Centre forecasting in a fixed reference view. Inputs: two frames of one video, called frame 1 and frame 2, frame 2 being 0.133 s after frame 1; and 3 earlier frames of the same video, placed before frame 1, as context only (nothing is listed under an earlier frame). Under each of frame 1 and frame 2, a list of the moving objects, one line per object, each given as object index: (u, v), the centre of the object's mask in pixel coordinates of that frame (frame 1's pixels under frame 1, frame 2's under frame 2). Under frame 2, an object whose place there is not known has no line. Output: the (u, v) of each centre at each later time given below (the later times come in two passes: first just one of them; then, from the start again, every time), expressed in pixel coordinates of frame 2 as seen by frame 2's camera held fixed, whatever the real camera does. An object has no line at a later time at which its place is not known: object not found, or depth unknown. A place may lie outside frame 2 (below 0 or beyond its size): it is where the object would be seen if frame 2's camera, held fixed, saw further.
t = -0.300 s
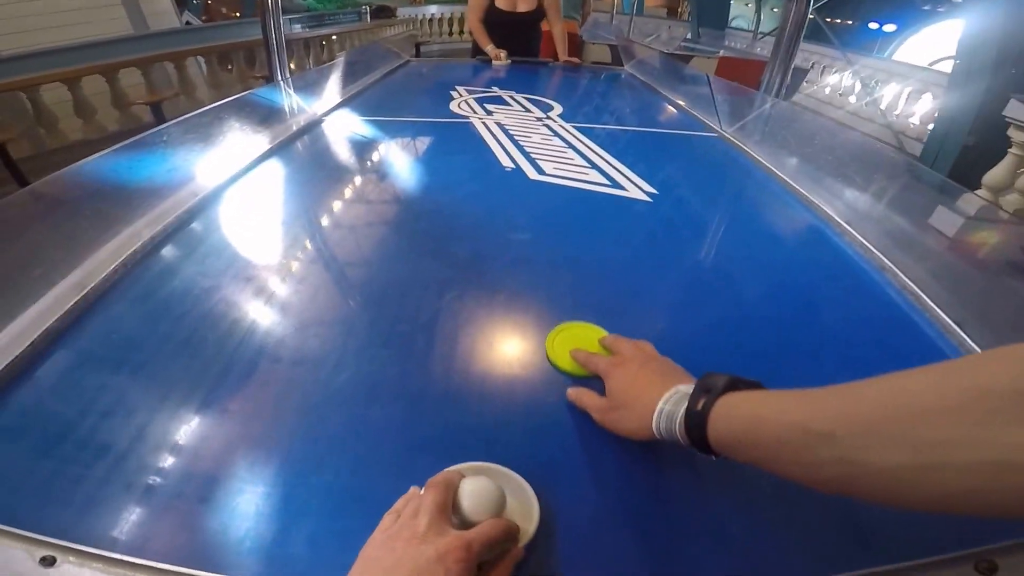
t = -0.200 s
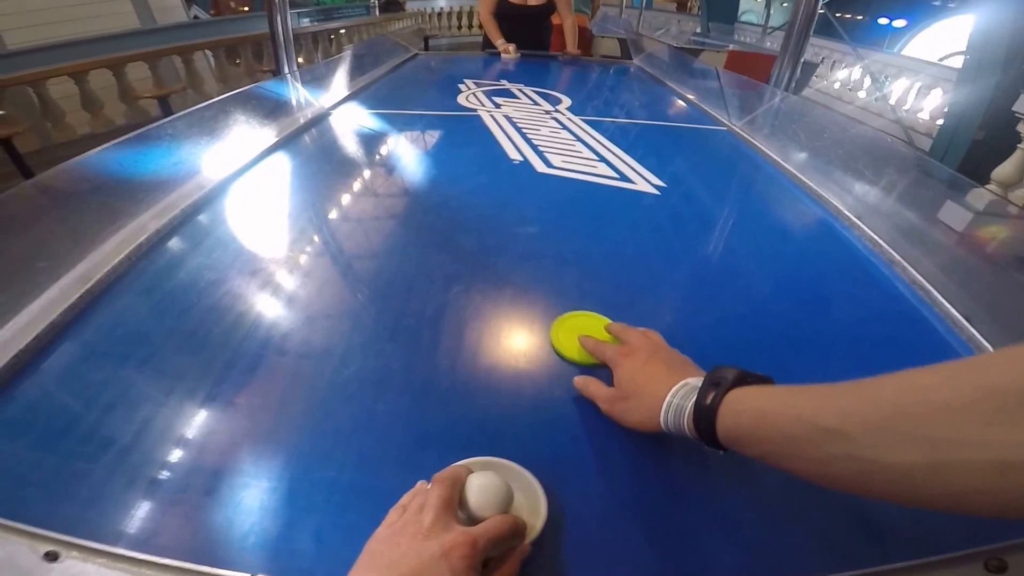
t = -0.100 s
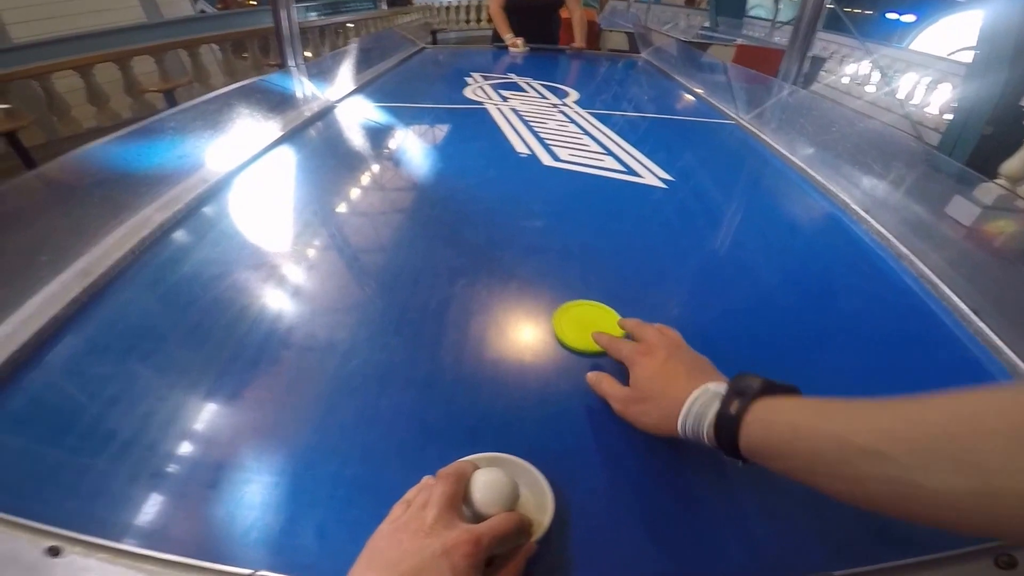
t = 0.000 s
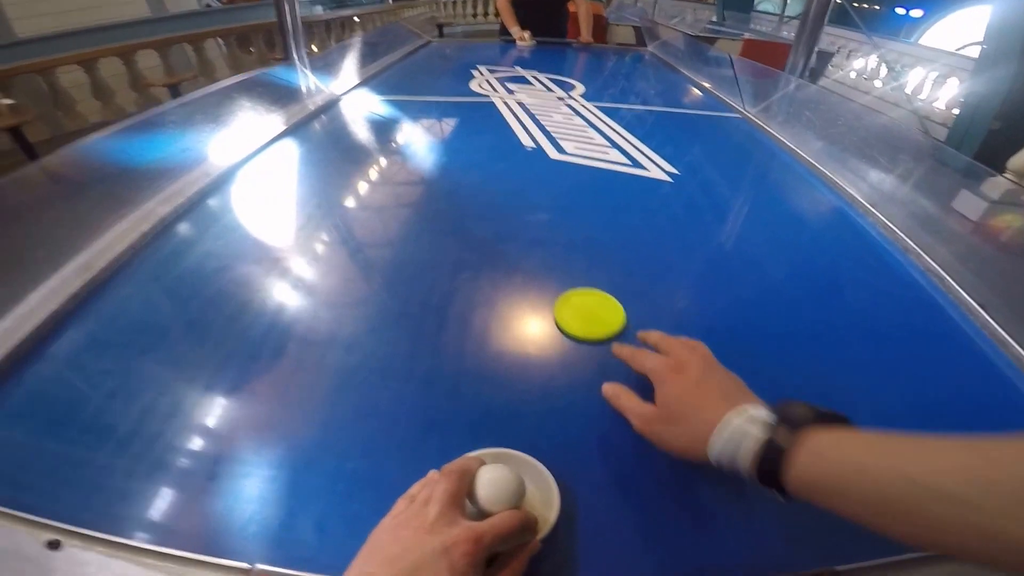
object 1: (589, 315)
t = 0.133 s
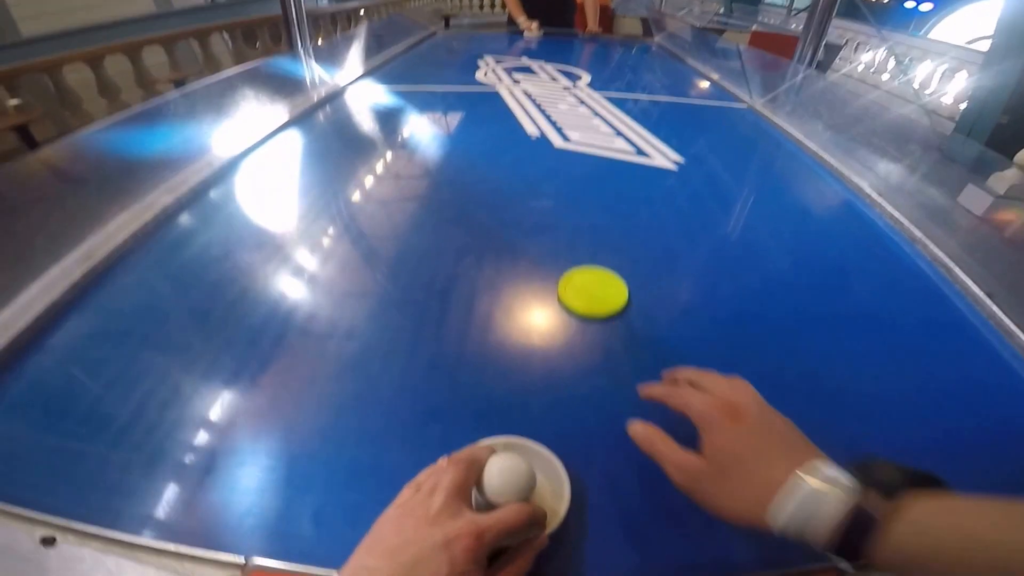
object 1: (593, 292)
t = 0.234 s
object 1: (592, 282)
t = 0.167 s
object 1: (593, 289)
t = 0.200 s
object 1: (593, 286)
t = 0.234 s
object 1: (592, 282)
